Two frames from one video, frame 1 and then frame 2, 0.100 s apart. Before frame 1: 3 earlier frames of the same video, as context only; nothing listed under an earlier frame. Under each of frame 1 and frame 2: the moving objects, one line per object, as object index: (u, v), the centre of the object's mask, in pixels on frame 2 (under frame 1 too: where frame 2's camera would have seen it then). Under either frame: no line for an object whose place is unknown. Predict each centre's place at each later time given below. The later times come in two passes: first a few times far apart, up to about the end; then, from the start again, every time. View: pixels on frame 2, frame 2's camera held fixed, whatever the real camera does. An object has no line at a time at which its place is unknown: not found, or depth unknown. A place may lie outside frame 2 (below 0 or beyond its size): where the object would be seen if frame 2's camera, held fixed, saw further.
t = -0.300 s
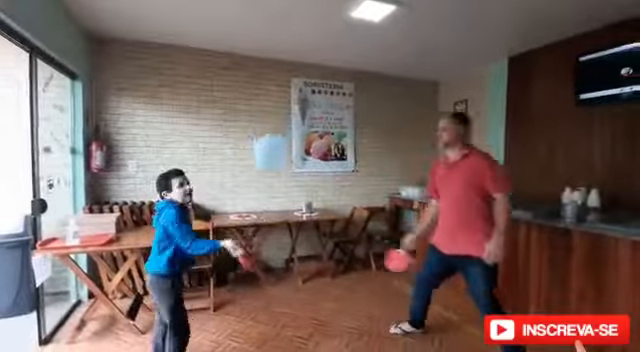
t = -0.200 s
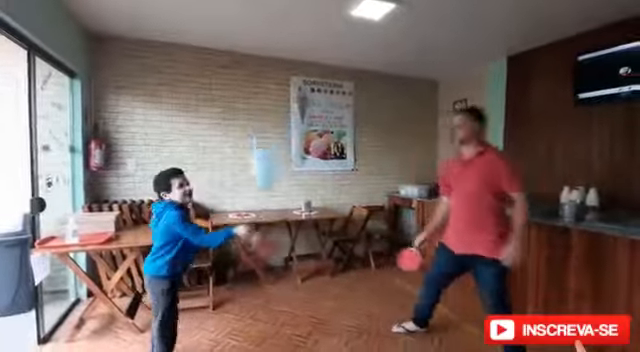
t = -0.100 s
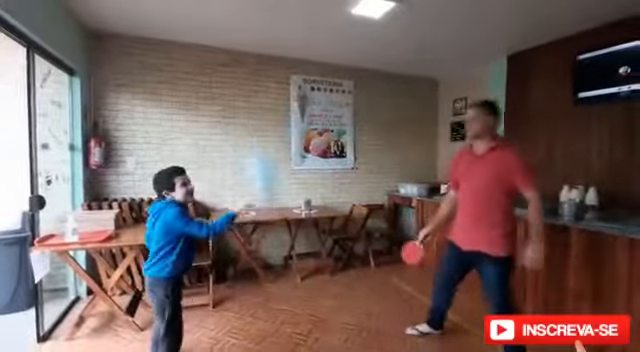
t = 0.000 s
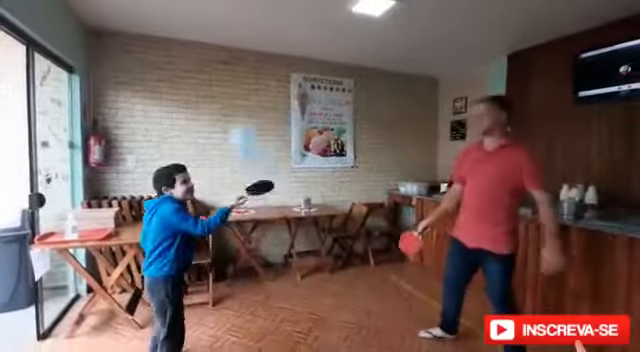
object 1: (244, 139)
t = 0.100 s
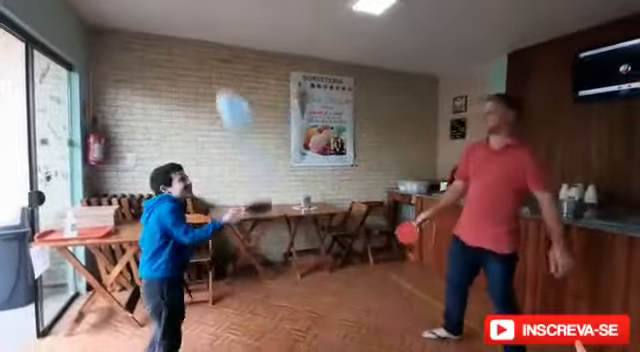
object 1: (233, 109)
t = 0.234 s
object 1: (220, 85)
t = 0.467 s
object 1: (211, 75)
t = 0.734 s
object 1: (209, 82)
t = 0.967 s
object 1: (210, 98)
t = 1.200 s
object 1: (210, 119)
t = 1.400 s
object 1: (215, 136)
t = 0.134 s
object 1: (229, 102)
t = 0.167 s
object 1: (226, 96)
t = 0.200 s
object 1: (223, 90)
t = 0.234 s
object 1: (220, 85)
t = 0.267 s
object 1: (218, 81)
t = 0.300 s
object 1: (216, 79)
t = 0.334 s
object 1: (216, 78)
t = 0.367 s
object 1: (214, 76)
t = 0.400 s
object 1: (213, 75)
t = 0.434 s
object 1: (212, 74)
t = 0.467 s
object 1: (211, 75)
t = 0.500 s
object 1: (211, 75)
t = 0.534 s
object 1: (210, 75)
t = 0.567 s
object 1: (210, 76)
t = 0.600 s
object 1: (209, 77)
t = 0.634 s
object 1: (209, 78)
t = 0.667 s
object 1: (209, 79)
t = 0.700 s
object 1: (210, 81)
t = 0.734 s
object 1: (209, 82)
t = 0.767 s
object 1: (209, 84)
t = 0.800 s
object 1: (210, 86)
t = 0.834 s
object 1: (210, 89)
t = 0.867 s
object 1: (210, 90)
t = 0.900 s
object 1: (210, 93)
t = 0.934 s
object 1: (210, 95)
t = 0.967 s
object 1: (210, 98)
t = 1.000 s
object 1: (211, 100)
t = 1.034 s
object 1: (211, 102)
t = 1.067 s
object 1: (210, 105)
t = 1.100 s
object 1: (210, 108)
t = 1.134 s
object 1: (209, 112)
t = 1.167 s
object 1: (210, 115)
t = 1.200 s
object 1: (210, 119)
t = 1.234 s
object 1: (211, 122)
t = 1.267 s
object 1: (212, 128)
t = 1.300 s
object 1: (212, 129)
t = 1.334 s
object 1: (213, 131)
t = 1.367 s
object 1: (213, 131)
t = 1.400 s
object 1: (215, 136)
